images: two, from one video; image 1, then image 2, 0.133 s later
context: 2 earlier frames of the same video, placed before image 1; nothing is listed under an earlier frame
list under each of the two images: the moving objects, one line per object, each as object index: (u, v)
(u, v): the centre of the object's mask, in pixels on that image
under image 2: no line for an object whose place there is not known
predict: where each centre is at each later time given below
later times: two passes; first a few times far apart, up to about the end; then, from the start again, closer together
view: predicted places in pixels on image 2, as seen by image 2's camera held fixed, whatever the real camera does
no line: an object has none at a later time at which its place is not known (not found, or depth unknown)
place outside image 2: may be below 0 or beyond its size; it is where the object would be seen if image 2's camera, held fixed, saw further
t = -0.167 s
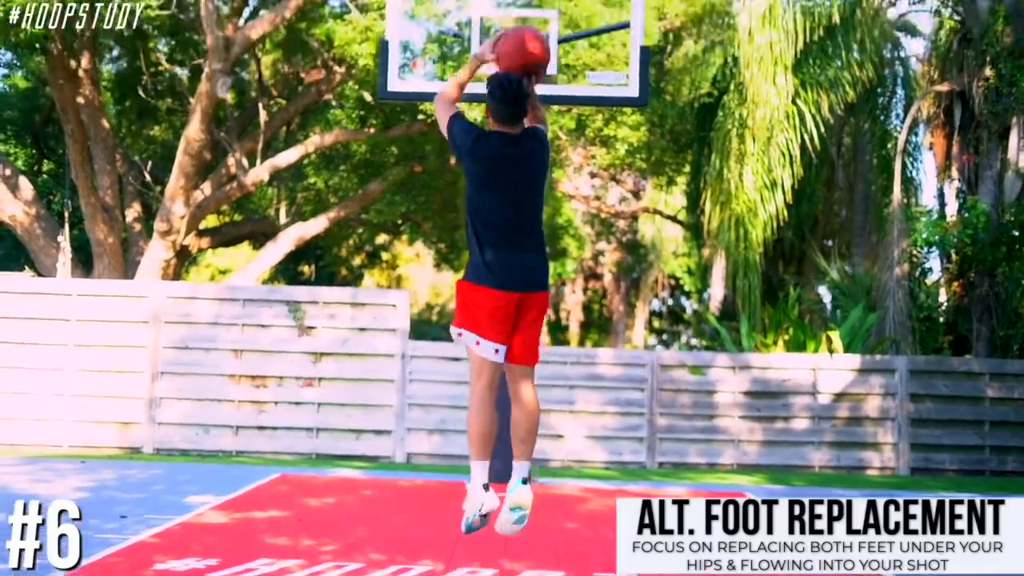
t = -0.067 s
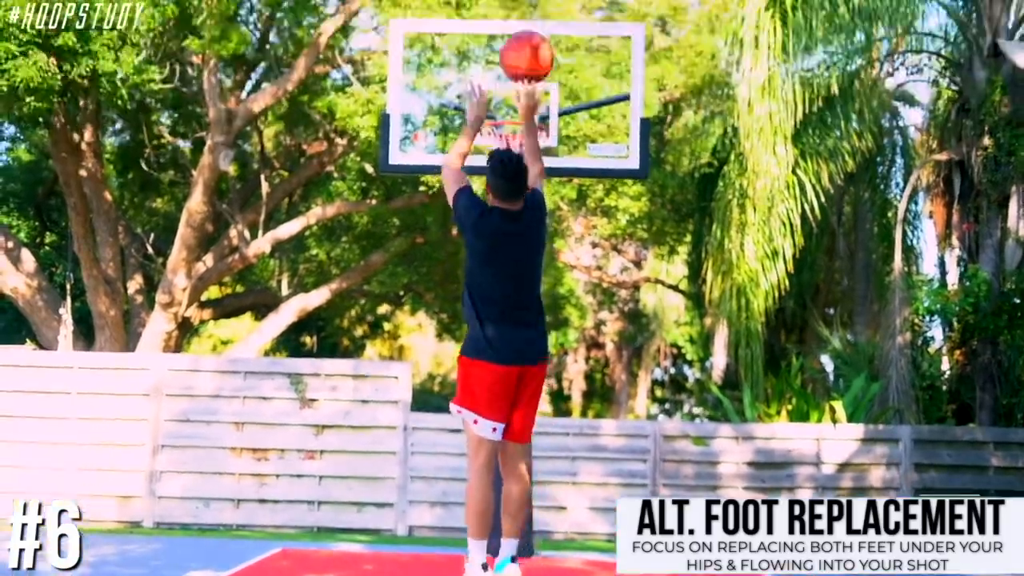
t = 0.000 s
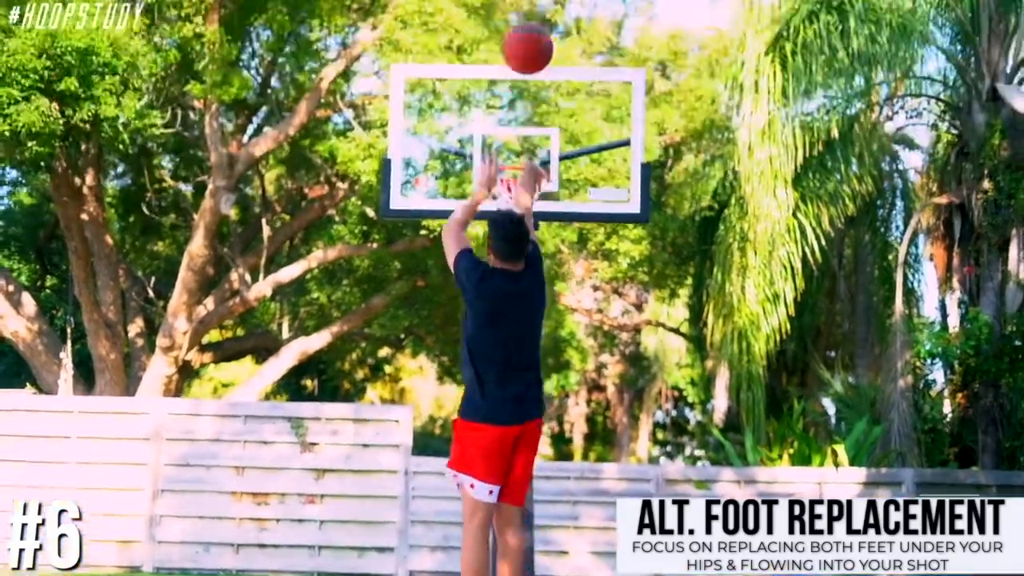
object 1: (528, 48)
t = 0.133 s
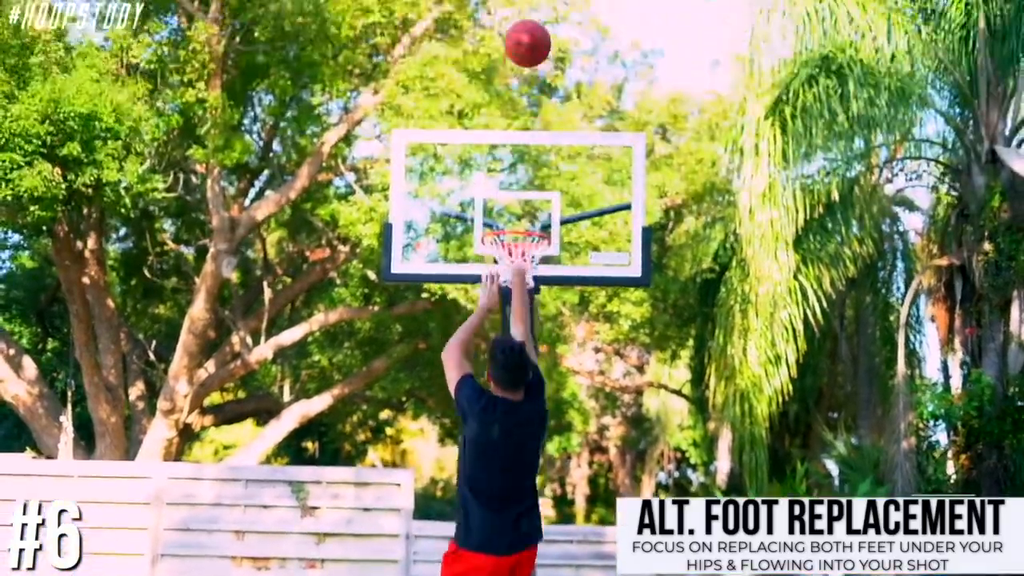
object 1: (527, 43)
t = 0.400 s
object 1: (526, 20)
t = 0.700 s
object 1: (524, 116)
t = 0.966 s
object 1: (521, 223)
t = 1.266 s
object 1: (514, 202)
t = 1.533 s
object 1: (502, 222)
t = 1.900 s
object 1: (490, 226)
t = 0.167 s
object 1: (527, 34)
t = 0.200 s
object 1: (527, 26)
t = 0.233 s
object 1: (527, 21)
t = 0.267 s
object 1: (527, 17)
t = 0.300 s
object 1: (526, 16)
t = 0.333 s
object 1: (526, 15)
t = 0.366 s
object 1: (527, 17)
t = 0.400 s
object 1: (526, 20)
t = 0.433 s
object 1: (526, 23)
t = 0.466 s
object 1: (525, 30)
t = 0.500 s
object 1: (525, 37)
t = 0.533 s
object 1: (525, 47)
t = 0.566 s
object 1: (525, 58)
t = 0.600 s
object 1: (525, 71)
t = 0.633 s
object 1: (525, 84)
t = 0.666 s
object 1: (525, 99)
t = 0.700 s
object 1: (524, 116)
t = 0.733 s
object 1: (523, 133)
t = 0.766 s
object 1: (524, 152)
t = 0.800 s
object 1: (522, 171)
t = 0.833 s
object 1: (521, 192)
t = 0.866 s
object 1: (520, 213)
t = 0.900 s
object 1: (520, 222)
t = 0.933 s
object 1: (521, 221)
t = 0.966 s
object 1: (521, 223)
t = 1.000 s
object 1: (522, 225)
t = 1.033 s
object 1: (523, 228)
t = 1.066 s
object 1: (523, 226)
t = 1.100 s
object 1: (521, 220)
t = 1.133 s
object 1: (520, 215)
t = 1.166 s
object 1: (518, 208)
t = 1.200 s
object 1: (517, 205)
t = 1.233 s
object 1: (516, 202)
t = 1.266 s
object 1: (514, 202)
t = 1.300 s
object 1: (514, 202)
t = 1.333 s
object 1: (512, 204)
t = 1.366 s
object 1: (511, 206)
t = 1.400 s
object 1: (509, 210)
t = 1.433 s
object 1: (508, 211)
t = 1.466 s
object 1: (506, 215)
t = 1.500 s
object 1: (505, 219)
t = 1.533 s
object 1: (502, 222)
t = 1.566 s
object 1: (502, 225)
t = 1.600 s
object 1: (501, 222)
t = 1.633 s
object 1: (499, 220)
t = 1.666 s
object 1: (498, 217)
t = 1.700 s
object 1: (498, 216)
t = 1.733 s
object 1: (497, 216)
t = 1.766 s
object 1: (496, 216)
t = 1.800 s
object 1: (495, 217)
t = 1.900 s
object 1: (490, 226)
